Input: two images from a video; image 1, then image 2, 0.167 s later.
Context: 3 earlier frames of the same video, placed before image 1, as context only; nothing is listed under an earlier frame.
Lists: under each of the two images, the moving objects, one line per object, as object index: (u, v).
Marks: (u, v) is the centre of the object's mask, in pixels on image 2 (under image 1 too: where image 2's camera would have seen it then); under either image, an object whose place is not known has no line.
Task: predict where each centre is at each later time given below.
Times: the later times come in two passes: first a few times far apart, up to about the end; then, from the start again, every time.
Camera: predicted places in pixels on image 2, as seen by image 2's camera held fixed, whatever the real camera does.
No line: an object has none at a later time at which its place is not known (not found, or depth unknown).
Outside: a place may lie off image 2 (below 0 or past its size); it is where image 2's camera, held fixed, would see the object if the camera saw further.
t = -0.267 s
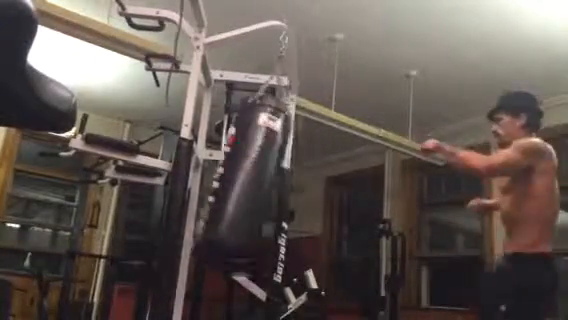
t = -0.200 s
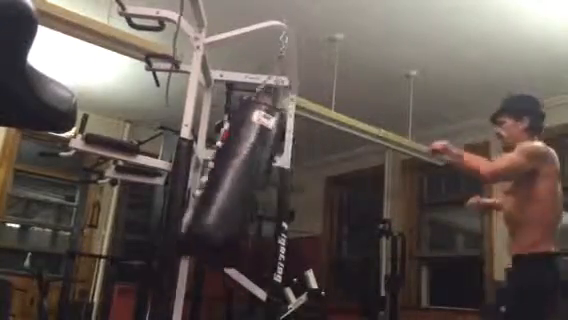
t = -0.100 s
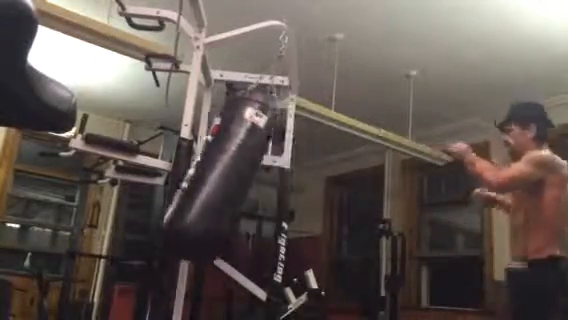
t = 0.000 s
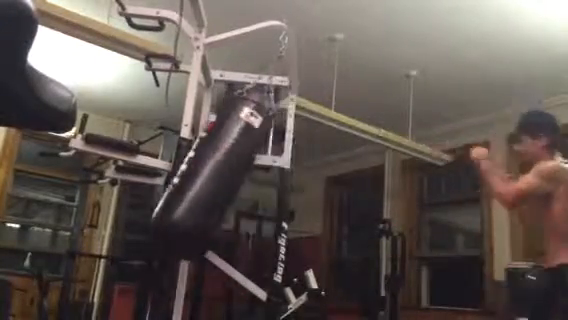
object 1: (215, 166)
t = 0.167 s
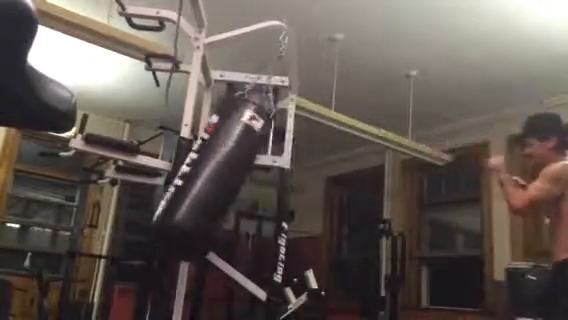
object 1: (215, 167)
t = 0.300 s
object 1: (228, 168)
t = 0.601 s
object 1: (271, 189)
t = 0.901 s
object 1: (309, 188)
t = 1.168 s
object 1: (321, 194)
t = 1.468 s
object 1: (300, 197)
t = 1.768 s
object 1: (258, 186)
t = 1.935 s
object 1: (238, 173)
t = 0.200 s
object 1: (218, 166)
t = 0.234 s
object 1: (221, 168)
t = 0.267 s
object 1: (224, 168)
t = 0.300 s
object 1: (228, 168)
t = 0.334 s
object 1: (231, 176)
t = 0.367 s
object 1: (236, 174)
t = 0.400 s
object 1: (241, 177)
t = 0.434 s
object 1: (248, 176)
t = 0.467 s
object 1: (252, 178)
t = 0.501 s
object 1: (256, 178)
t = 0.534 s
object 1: (262, 181)
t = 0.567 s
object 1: (268, 185)
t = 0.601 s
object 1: (271, 189)
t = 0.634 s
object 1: (276, 185)
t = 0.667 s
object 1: (282, 192)
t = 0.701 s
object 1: (286, 185)
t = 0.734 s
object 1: (290, 185)
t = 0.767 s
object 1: (295, 189)
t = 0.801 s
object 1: (299, 188)
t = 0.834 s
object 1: (303, 187)
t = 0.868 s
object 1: (306, 188)
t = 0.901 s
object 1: (309, 188)
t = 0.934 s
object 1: (312, 194)
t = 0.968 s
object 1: (314, 195)
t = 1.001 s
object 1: (318, 189)
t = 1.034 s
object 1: (320, 193)
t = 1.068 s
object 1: (321, 193)
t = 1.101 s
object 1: (321, 193)
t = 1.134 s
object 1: (321, 194)
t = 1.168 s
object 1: (321, 194)
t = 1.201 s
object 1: (321, 192)
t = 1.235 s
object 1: (319, 193)
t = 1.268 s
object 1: (318, 190)
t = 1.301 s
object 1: (316, 190)
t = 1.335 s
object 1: (314, 189)
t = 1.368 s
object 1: (311, 190)
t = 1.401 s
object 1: (309, 188)
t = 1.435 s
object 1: (305, 187)
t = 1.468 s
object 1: (300, 197)
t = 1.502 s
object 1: (297, 198)
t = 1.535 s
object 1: (292, 195)
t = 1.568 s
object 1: (288, 195)
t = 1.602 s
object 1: (283, 195)
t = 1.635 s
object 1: (279, 192)
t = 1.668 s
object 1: (272, 199)
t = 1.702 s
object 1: (270, 186)
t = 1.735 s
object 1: (265, 187)
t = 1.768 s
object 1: (258, 186)
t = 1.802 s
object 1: (255, 183)
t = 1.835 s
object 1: (247, 191)
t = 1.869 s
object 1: (245, 181)
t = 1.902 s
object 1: (243, 174)
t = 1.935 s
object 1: (238, 173)
